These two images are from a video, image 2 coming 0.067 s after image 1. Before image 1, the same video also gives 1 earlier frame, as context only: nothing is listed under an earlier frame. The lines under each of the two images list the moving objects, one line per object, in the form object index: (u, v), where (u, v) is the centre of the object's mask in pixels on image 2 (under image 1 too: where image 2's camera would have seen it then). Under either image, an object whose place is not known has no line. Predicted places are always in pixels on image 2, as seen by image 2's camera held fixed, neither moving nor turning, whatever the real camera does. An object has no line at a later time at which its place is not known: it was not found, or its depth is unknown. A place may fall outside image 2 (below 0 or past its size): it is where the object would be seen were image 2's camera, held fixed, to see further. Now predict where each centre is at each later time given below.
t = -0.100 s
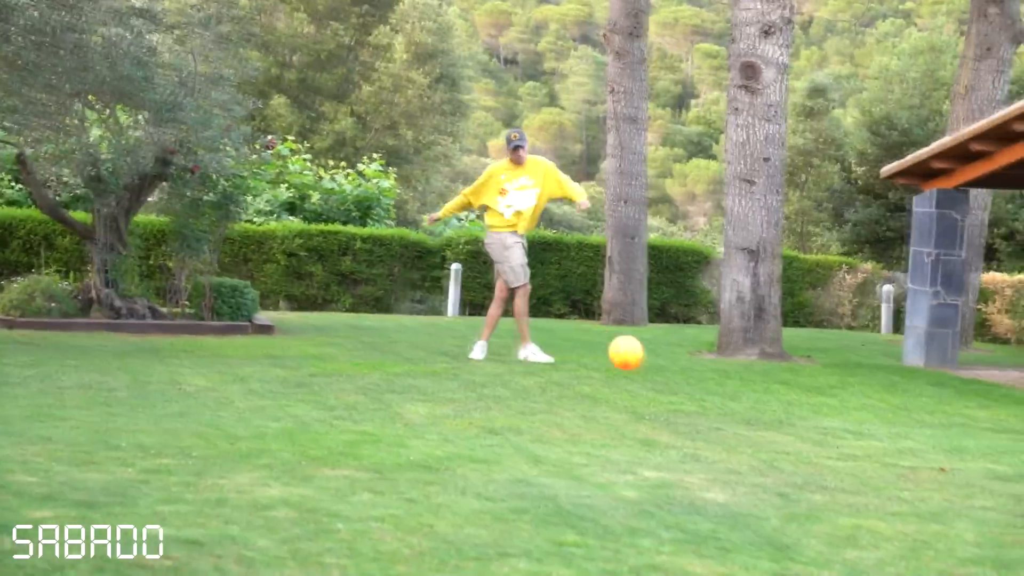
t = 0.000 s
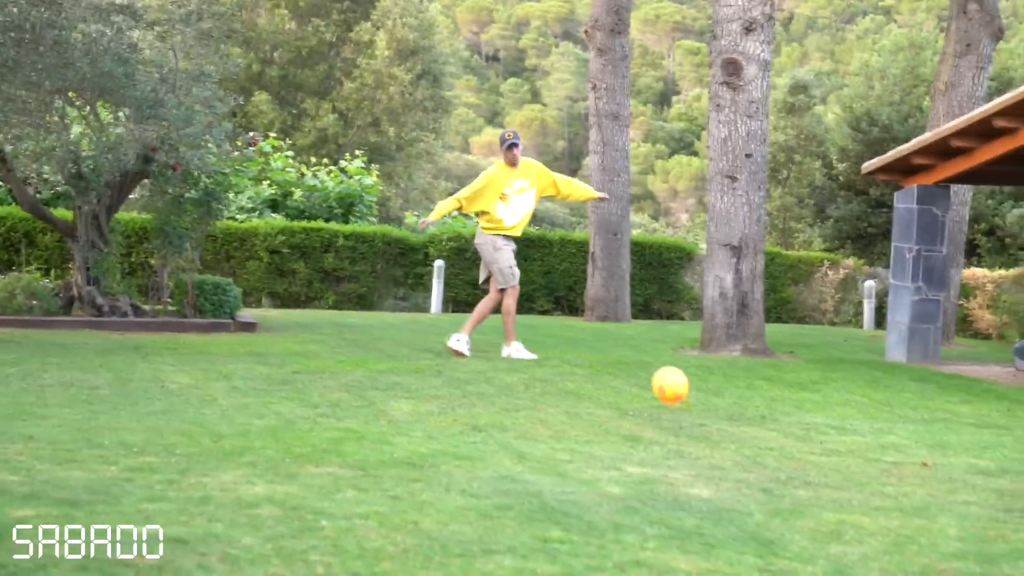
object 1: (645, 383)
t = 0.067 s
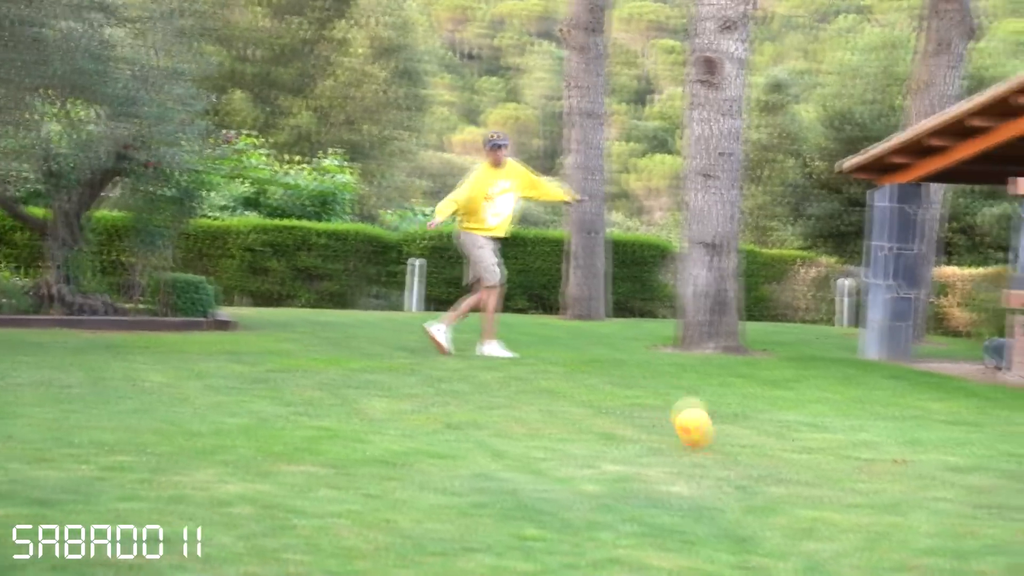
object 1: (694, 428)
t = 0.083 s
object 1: (699, 431)
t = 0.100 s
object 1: (712, 442)
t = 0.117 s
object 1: (726, 443)
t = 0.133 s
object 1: (740, 441)
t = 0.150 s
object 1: (756, 438)
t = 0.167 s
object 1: (755, 434)
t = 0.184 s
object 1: (772, 435)
